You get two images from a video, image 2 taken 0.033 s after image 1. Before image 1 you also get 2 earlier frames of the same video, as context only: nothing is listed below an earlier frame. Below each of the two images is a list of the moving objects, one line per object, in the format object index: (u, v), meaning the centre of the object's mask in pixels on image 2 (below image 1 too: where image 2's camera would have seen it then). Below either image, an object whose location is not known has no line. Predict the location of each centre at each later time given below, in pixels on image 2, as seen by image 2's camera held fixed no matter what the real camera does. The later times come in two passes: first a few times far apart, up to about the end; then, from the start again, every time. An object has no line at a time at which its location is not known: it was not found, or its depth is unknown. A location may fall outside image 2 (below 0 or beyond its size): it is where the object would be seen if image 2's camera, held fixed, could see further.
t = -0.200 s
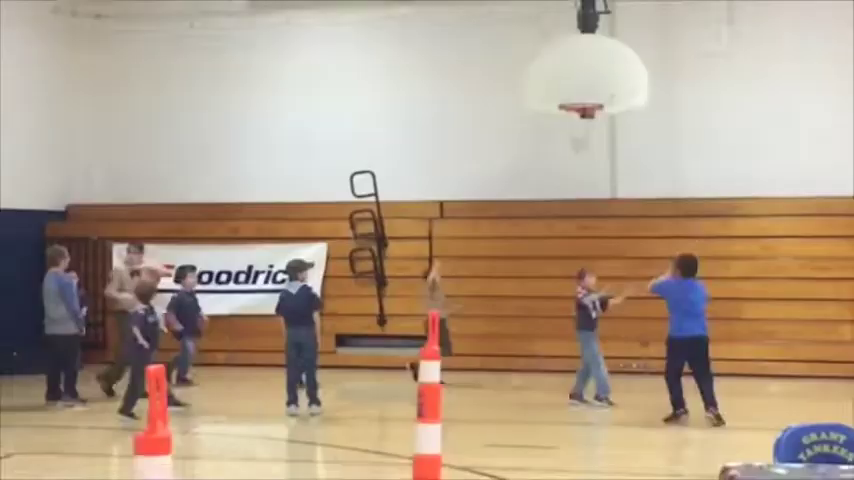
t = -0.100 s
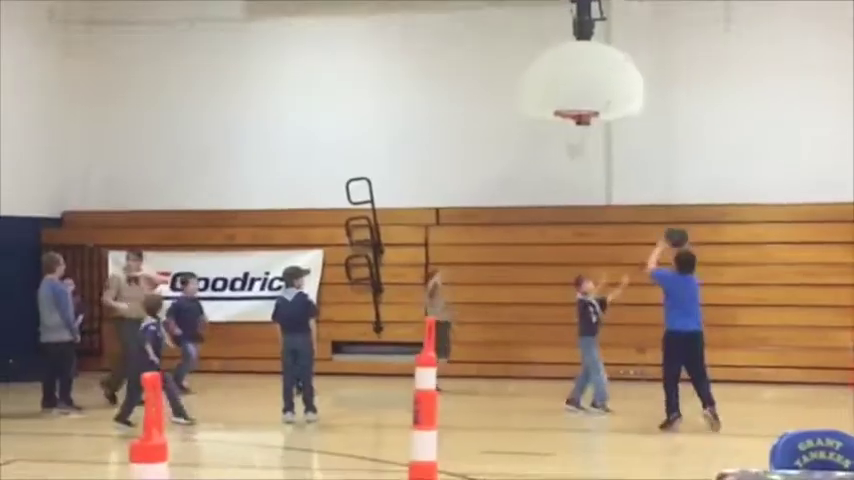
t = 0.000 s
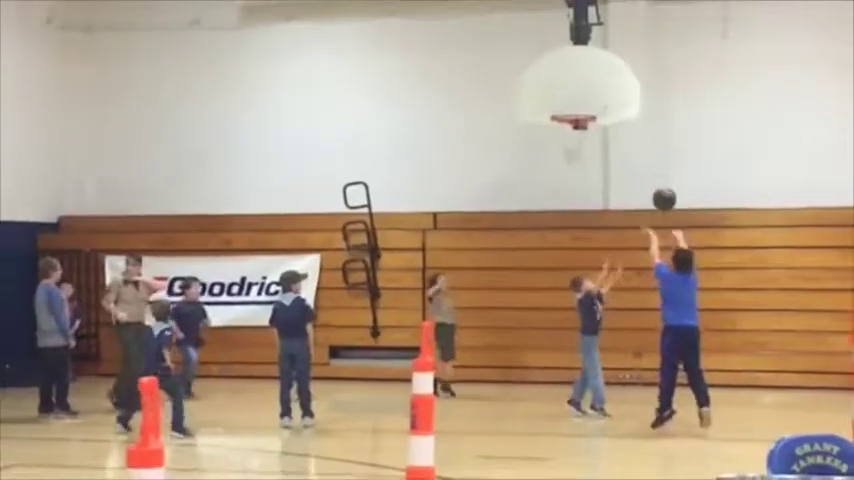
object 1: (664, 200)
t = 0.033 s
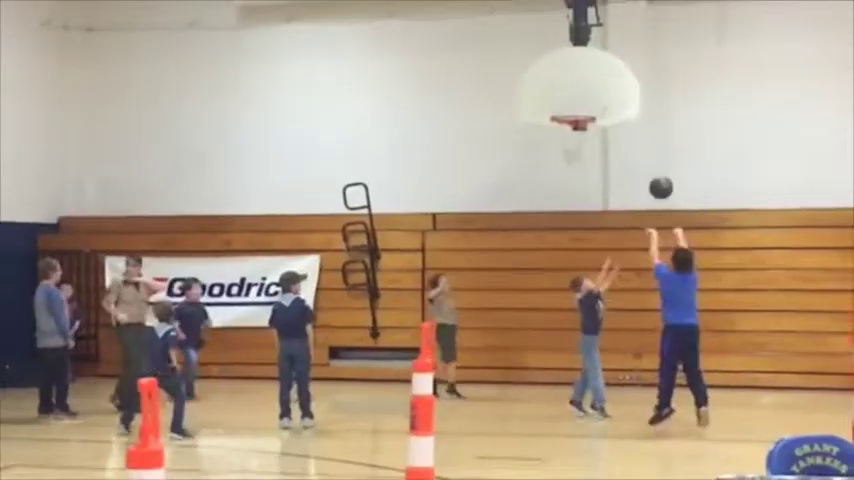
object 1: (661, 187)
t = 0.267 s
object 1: (640, 113)
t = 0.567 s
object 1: (618, 65)
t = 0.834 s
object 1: (599, 53)
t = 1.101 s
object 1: (582, 72)
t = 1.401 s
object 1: (566, 105)
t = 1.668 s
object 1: (576, 93)
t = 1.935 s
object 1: (586, 109)
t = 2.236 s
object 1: (576, 116)
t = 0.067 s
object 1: (657, 174)
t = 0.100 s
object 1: (655, 162)
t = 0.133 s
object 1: (652, 152)
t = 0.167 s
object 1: (648, 140)
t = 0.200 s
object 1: (646, 131)
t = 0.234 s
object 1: (643, 123)
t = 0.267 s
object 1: (640, 113)
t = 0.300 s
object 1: (638, 106)
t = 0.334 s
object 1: (635, 100)
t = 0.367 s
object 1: (632, 92)
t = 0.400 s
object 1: (630, 86)
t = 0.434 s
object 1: (627, 81)
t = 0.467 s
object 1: (625, 76)
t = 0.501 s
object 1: (622, 71)
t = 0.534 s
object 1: (620, 68)
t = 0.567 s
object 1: (618, 65)
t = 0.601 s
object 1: (615, 61)
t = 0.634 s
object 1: (613, 58)
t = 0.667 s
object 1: (611, 57)
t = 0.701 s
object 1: (608, 55)
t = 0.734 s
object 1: (606, 54)
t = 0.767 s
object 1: (604, 53)
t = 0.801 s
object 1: (601, 53)
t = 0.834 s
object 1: (599, 53)
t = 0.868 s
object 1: (598, 54)
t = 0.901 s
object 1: (595, 56)
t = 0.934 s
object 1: (593, 57)
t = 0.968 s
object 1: (591, 59)
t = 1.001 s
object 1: (589, 62)
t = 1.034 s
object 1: (586, 65)
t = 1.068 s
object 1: (584, 68)
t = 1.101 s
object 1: (582, 72)
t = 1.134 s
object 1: (580, 75)
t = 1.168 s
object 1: (578, 78)
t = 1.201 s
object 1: (575, 82)
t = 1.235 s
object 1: (574, 86)
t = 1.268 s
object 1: (571, 91)
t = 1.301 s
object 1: (569, 97)
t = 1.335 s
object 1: (567, 103)
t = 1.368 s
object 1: (565, 108)
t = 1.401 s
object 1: (566, 105)
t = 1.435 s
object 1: (567, 102)
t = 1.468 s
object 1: (568, 99)
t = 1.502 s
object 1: (570, 97)
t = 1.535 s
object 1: (571, 95)
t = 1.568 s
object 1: (572, 94)
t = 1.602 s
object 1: (573, 93)
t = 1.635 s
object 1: (574, 93)
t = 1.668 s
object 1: (576, 93)
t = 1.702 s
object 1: (577, 93)
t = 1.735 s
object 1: (578, 94)
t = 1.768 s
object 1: (579, 95)
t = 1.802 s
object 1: (581, 98)
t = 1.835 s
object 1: (582, 100)
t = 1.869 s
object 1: (584, 102)
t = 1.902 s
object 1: (585, 106)
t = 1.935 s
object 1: (586, 109)
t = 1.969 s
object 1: (585, 109)
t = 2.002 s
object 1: (584, 108)
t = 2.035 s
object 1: (583, 108)
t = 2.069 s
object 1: (582, 109)
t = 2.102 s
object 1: (581, 110)
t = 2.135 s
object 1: (580, 110)
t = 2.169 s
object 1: (579, 112)
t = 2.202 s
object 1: (578, 113)
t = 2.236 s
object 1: (576, 116)
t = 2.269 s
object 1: (575, 125)
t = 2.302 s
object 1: (574, 131)
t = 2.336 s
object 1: (573, 134)
